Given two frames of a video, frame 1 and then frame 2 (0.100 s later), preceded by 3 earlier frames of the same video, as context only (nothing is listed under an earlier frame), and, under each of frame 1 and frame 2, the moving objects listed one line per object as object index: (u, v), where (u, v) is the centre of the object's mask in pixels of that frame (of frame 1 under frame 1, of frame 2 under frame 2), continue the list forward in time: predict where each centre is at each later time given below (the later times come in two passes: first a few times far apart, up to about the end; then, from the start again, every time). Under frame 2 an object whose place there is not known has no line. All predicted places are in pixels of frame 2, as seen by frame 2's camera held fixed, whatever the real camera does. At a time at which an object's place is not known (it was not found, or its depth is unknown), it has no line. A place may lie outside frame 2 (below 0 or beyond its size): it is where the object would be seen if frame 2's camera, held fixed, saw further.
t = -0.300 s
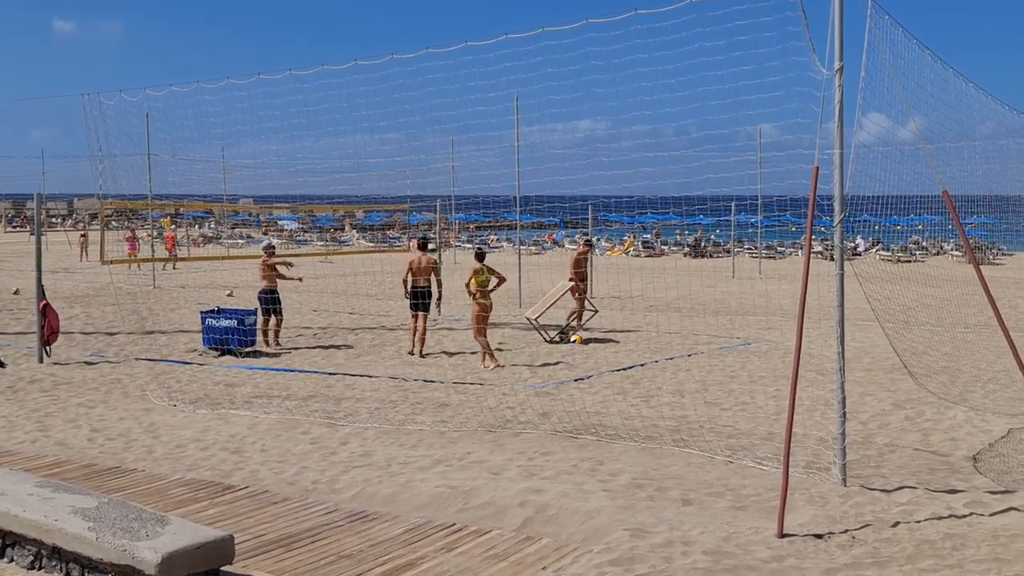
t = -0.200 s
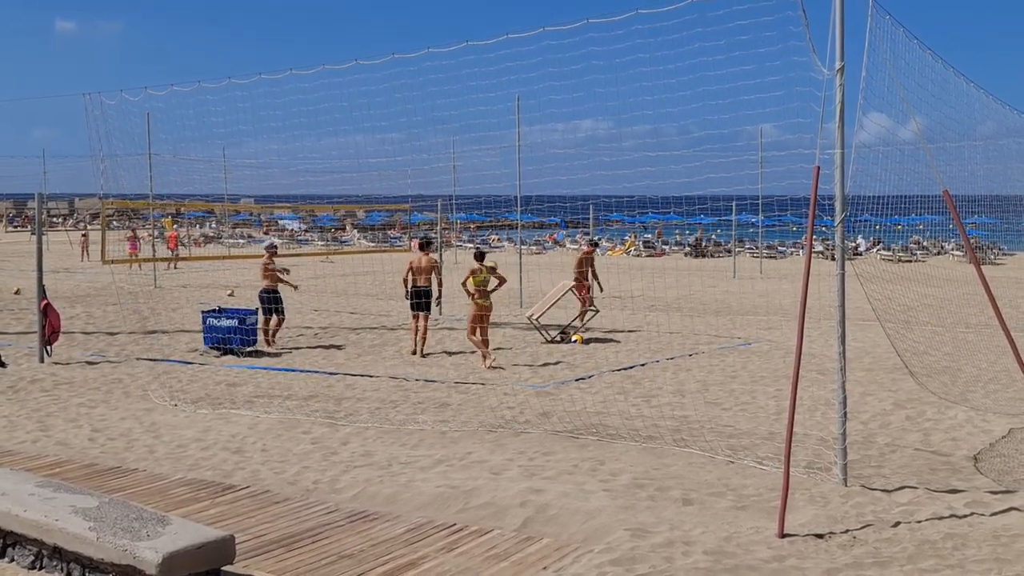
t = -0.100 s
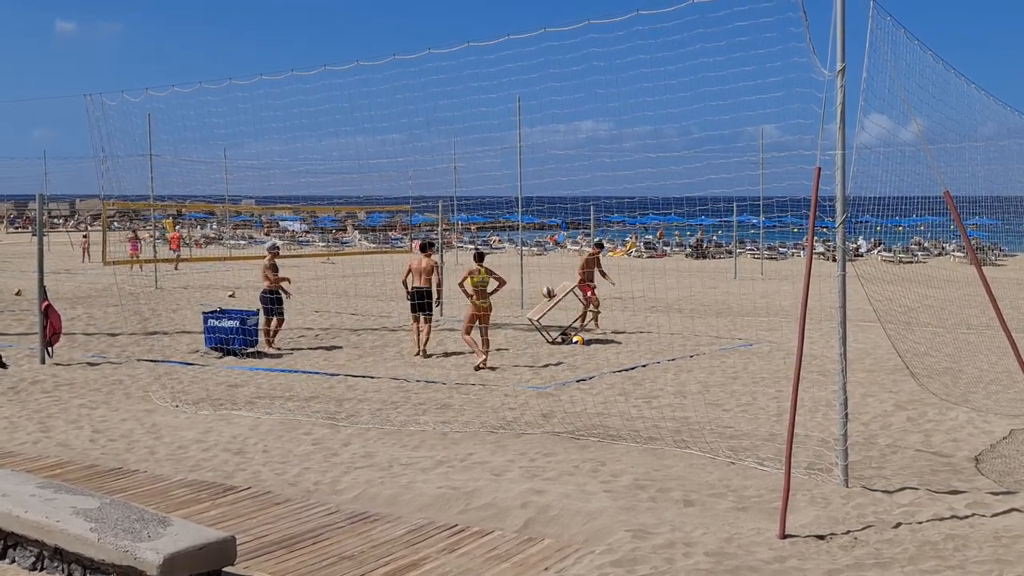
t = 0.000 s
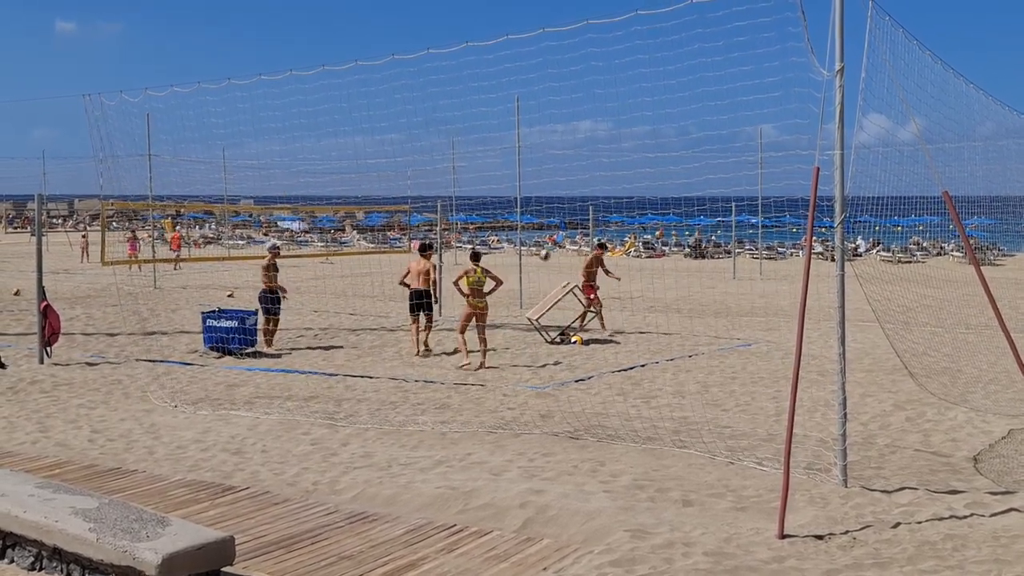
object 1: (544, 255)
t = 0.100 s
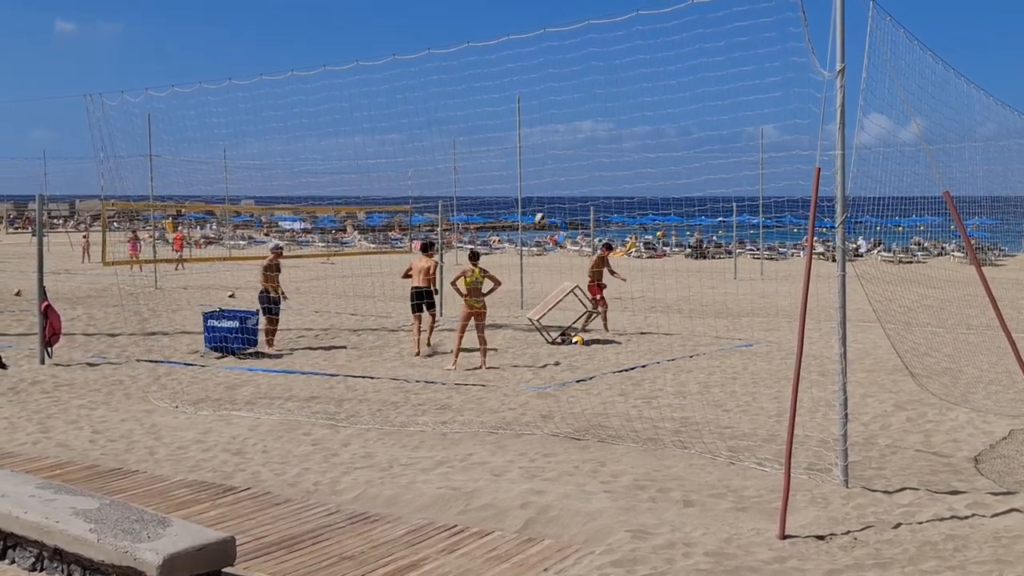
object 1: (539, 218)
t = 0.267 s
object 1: (532, 171)
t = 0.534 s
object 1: (524, 127)
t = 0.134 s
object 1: (538, 209)
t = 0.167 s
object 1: (535, 198)
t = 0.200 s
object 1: (534, 189)
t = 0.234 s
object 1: (533, 180)
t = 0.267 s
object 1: (532, 171)
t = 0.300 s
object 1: (531, 164)
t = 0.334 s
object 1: (529, 156)
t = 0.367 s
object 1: (529, 149)
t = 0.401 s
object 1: (527, 144)
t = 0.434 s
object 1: (526, 139)
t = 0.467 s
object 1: (526, 134)
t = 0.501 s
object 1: (525, 130)
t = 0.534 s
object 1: (524, 127)
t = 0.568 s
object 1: (523, 125)
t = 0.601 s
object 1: (523, 120)
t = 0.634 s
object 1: (522, 118)
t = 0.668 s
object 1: (522, 114)
